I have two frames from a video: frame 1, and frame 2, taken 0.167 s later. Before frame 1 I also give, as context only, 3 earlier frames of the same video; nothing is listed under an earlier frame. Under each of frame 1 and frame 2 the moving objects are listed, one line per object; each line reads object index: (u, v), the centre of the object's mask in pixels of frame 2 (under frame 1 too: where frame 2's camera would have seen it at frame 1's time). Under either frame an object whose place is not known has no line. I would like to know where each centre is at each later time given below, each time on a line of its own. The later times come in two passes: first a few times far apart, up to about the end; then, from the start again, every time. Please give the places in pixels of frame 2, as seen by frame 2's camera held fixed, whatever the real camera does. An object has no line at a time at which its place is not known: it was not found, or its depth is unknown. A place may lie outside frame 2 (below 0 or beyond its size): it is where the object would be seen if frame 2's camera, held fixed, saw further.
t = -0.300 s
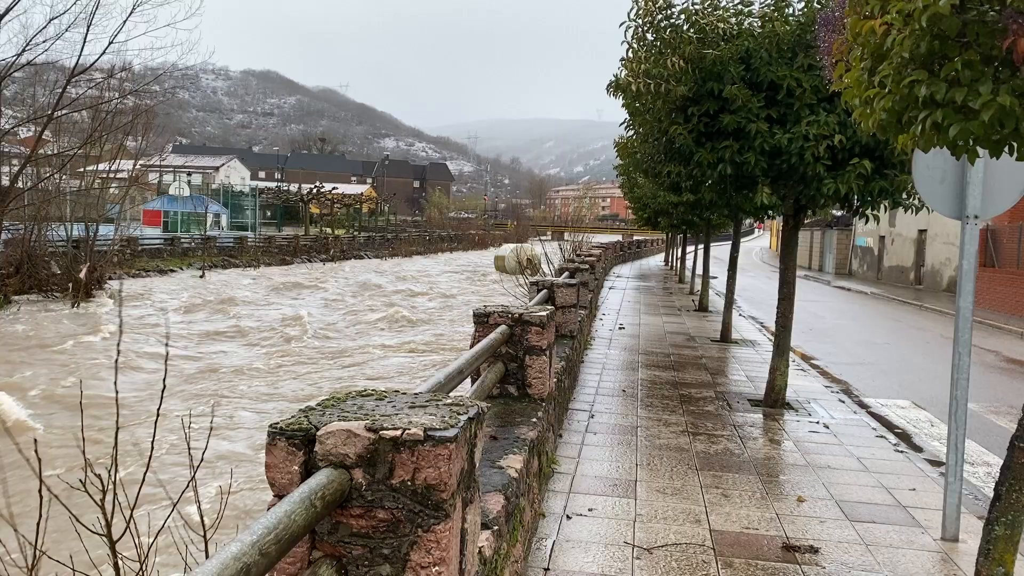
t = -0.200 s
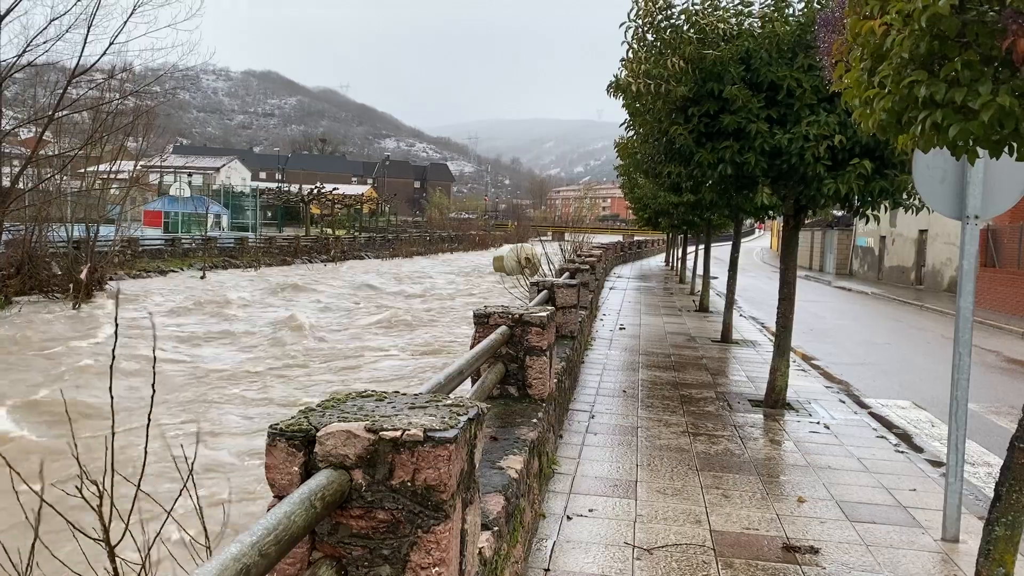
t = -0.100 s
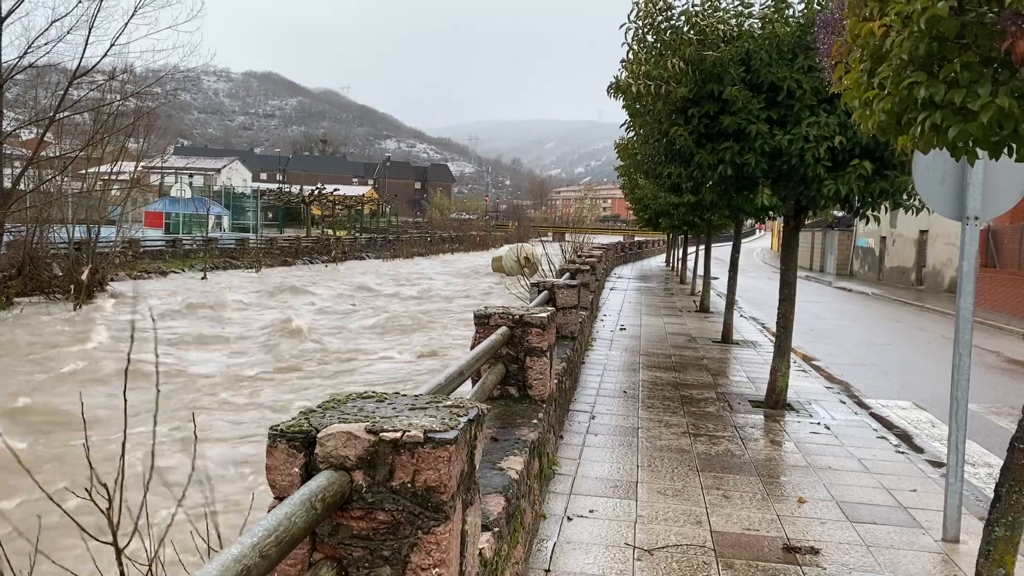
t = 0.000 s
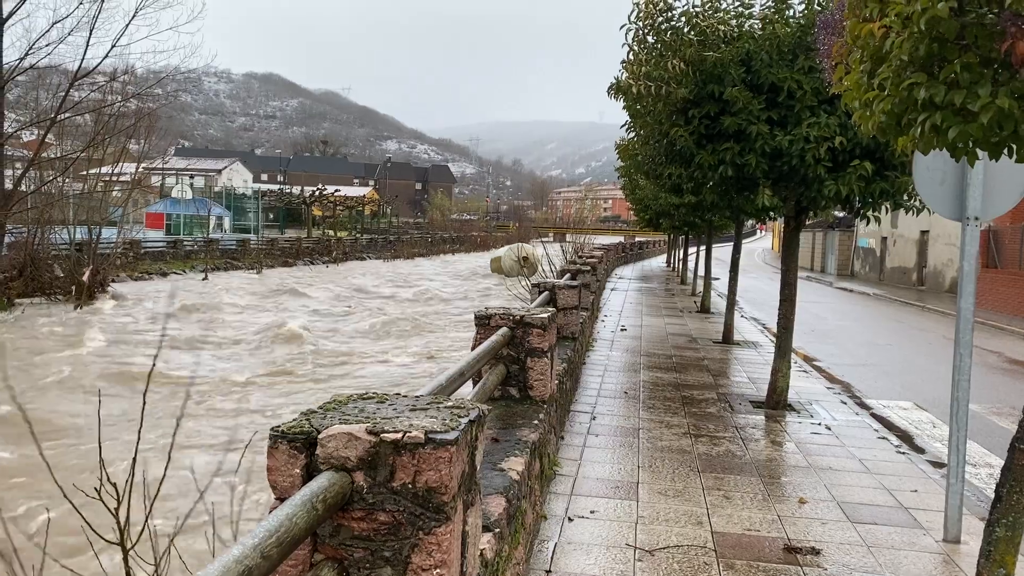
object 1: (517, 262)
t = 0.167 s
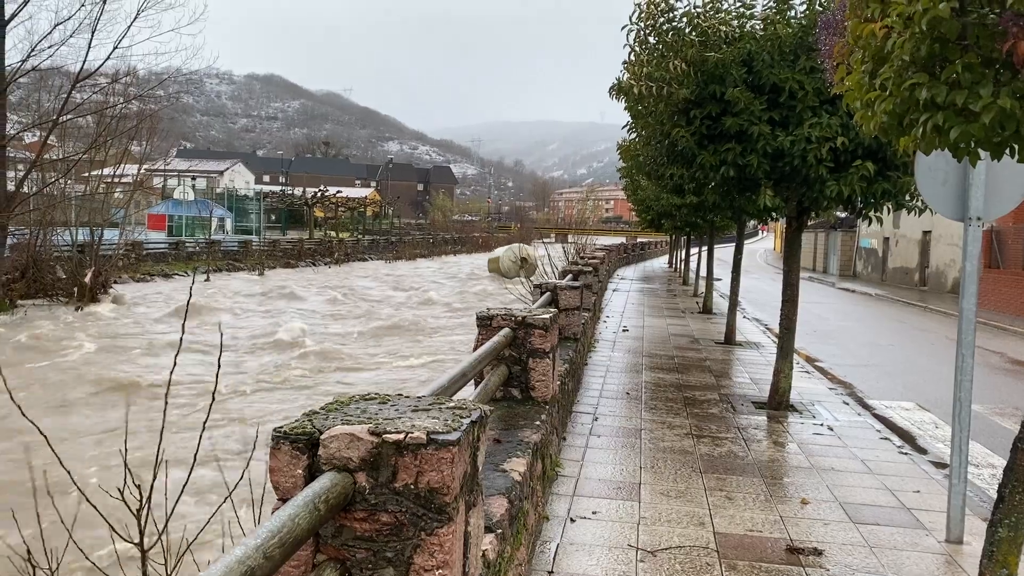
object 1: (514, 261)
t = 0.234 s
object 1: (512, 261)
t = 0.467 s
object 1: (506, 261)
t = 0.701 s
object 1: (501, 262)
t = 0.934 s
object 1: (496, 263)
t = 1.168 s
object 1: (493, 265)
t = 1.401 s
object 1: (488, 267)
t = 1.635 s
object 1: (481, 268)
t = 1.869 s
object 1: (474, 268)
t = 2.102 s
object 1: (468, 266)
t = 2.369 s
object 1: (460, 266)
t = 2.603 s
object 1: (455, 265)
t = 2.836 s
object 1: (450, 267)
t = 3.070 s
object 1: (443, 270)
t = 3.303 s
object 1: (435, 275)
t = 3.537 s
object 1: (426, 279)
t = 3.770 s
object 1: (416, 281)
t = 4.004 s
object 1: (408, 283)
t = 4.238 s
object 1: (400, 284)
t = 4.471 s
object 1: (392, 284)
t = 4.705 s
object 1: (382, 285)
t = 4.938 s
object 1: (368, 286)
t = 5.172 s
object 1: (353, 290)
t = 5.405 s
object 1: (338, 293)
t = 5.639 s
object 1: (323, 297)
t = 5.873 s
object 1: (309, 301)
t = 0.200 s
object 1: (513, 261)
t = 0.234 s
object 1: (512, 261)
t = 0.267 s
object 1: (511, 261)
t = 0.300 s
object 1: (510, 261)
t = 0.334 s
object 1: (509, 261)
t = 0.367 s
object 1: (508, 261)
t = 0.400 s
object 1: (507, 261)
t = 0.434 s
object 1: (506, 262)
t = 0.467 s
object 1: (506, 261)
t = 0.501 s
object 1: (505, 261)
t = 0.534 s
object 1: (504, 262)
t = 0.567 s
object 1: (503, 262)
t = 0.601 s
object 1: (503, 262)
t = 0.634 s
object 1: (502, 262)
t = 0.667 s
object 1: (502, 262)
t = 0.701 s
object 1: (501, 262)
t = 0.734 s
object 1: (500, 262)
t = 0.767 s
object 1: (499, 263)
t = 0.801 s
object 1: (499, 262)
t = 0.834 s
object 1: (498, 263)
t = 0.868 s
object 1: (497, 263)
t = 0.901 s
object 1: (496, 263)
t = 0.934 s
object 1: (496, 263)
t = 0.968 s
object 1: (495, 264)
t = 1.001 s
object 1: (495, 264)
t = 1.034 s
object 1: (494, 264)
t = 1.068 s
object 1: (494, 264)
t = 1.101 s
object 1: (493, 264)
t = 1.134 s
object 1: (493, 264)
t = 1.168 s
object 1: (493, 265)
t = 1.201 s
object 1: (492, 265)
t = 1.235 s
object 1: (491, 265)
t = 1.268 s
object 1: (491, 266)
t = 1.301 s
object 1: (490, 266)
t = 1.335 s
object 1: (489, 266)
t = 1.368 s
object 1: (489, 267)
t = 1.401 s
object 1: (488, 267)
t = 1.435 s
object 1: (486, 267)
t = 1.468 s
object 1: (486, 267)
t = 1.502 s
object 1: (485, 267)
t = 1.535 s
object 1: (484, 268)
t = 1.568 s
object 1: (483, 268)
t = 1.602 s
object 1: (482, 268)
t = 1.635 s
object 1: (481, 268)
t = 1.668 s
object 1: (480, 268)
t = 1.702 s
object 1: (479, 269)
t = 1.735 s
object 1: (478, 269)
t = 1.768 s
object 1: (477, 268)
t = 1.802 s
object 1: (476, 268)
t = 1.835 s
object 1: (475, 268)
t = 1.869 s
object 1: (474, 268)
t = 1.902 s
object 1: (473, 268)
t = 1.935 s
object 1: (472, 268)
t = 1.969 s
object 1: (472, 267)
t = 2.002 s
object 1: (470, 267)
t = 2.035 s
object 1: (470, 267)
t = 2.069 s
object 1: (469, 267)
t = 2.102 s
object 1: (468, 266)
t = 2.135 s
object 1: (467, 266)
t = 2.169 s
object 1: (466, 267)
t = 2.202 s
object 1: (465, 266)
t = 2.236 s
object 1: (464, 266)
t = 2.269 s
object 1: (463, 266)
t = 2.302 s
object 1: (462, 266)
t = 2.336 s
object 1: (461, 265)
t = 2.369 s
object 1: (460, 266)
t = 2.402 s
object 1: (459, 265)
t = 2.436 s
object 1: (458, 265)
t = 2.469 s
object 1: (457, 265)
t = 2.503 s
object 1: (457, 265)
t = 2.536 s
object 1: (456, 265)
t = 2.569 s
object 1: (456, 265)
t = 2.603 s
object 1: (455, 265)
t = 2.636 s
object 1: (455, 265)
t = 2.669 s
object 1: (454, 266)
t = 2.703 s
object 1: (453, 265)
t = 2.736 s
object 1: (452, 266)
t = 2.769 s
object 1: (451, 267)
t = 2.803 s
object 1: (450, 267)
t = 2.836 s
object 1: (450, 267)
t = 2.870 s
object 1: (449, 267)
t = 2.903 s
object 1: (448, 267)
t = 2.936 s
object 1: (446, 269)
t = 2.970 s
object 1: (446, 269)
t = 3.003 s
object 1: (445, 269)
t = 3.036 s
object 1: (444, 269)
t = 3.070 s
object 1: (443, 270)
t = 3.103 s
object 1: (442, 271)
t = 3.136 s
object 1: (441, 271)
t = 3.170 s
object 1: (440, 272)
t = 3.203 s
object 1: (439, 273)
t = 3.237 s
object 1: (437, 273)
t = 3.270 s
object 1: (436, 274)
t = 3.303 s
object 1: (435, 275)
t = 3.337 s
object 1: (434, 276)
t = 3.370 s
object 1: (433, 276)
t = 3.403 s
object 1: (431, 277)
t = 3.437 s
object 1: (430, 277)
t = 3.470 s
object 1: (428, 278)
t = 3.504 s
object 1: (427, 278)
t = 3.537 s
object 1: (426, 279)
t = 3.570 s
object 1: (425, 279)
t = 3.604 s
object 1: (423, 279)
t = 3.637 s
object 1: (422, 280)
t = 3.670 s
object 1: (420, 280)
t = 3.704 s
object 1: (419, 281)
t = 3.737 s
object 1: (418, 281)
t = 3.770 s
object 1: (416, 281)
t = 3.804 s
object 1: (415, 282)
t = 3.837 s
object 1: (414, 282)
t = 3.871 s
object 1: (412, 282)
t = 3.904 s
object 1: (411, 282)
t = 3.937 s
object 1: (410, 282)
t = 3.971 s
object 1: (409, 283)
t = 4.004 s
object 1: (408, 283)
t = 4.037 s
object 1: (407, 283)
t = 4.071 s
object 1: (405, 283)
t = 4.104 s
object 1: (404, 283)
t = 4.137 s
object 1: (403, 284)
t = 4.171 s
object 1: (402, 284)
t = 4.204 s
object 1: (401, 284)
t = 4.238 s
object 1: (400, 284)
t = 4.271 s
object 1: (399, 285)
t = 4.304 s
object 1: (398, 285)
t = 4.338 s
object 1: (397, 285)
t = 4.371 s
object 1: (396, 285)
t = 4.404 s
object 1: (394, 285)
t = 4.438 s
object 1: (393, 285)
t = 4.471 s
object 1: (392, 284)
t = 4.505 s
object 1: (391, 284)
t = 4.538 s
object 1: (389, 284)
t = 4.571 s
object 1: (388, 284)
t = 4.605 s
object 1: (386, 284)
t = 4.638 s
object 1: (385, 284)
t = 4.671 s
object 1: (383, 285)
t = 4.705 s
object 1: (382, 285)
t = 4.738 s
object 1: (380, 285)
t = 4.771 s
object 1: (378, 285)
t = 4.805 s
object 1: (376, 286)
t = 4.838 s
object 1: (374, 286)
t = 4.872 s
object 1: (372, 286)
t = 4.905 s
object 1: (370, 286)
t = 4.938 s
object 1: (368, 286)
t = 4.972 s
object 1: (366, 287)
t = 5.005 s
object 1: (364, 287)
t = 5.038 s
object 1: (362, 288)
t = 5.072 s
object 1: (360, 288)
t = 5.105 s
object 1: (358, 288)
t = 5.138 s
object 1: (355, 289)
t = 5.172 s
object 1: (353, 290)
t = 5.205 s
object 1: (351, 290)
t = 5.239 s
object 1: (349, 290)
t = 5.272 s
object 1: (346, 291)
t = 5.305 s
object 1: (344, 292)
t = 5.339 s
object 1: (342, 292)
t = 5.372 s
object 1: (340, 293)
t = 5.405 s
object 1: (338, 293)
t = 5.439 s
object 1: (336, 294)
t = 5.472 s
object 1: (334, 295)
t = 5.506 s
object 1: (332, 295)
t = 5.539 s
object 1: (329, 296)
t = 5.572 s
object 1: (327, 296)
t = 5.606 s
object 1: (325, 297)
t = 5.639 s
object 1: (323, 297)
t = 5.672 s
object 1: (322, 298)
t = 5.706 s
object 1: (319, 298)
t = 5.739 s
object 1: (318, 299)
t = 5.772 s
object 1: (316, 299)
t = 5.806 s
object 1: (314, 299)
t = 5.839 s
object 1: (311, 300)
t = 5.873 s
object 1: (309, 301)
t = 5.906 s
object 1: (307, 301)
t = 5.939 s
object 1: (305, 302)
